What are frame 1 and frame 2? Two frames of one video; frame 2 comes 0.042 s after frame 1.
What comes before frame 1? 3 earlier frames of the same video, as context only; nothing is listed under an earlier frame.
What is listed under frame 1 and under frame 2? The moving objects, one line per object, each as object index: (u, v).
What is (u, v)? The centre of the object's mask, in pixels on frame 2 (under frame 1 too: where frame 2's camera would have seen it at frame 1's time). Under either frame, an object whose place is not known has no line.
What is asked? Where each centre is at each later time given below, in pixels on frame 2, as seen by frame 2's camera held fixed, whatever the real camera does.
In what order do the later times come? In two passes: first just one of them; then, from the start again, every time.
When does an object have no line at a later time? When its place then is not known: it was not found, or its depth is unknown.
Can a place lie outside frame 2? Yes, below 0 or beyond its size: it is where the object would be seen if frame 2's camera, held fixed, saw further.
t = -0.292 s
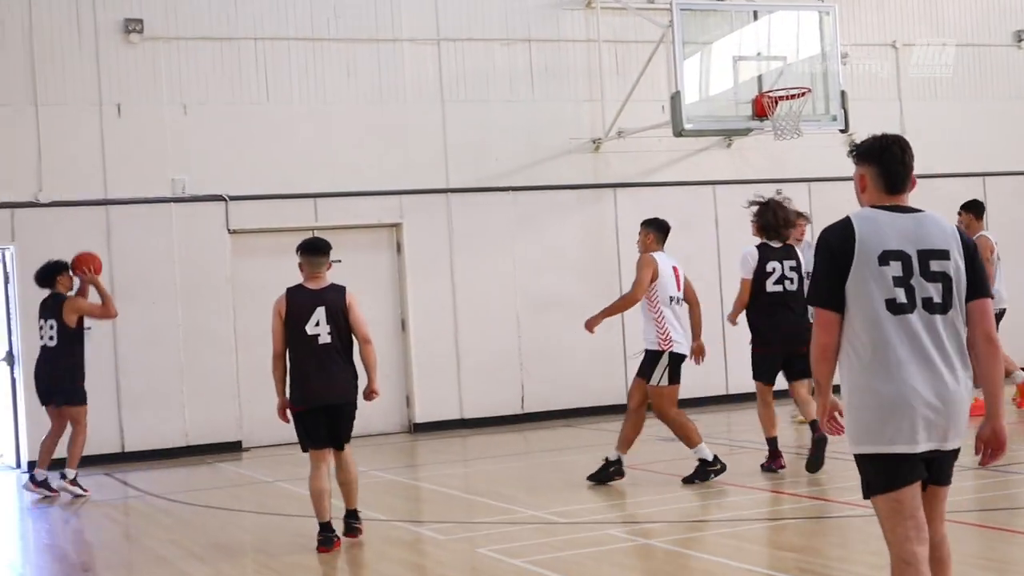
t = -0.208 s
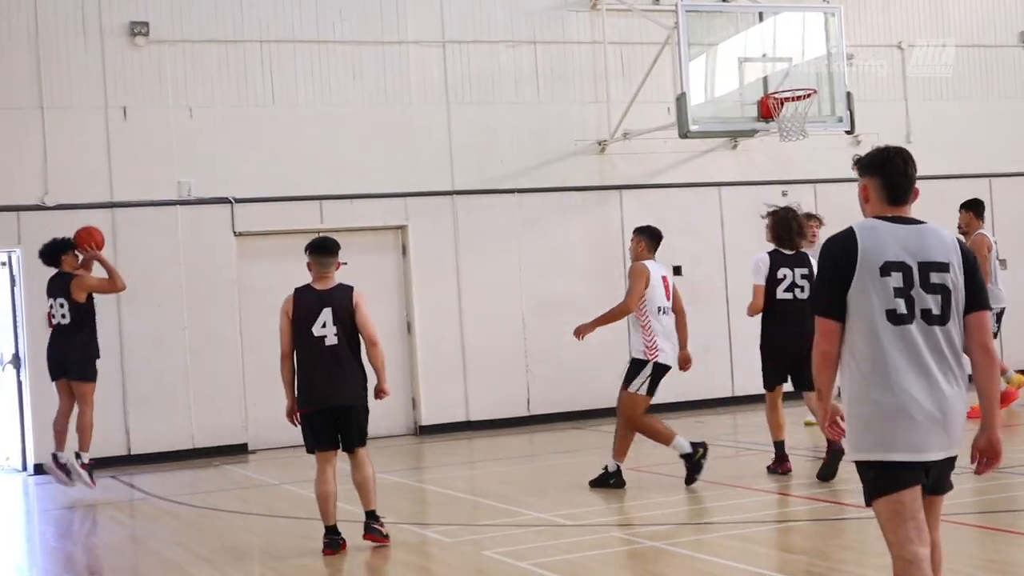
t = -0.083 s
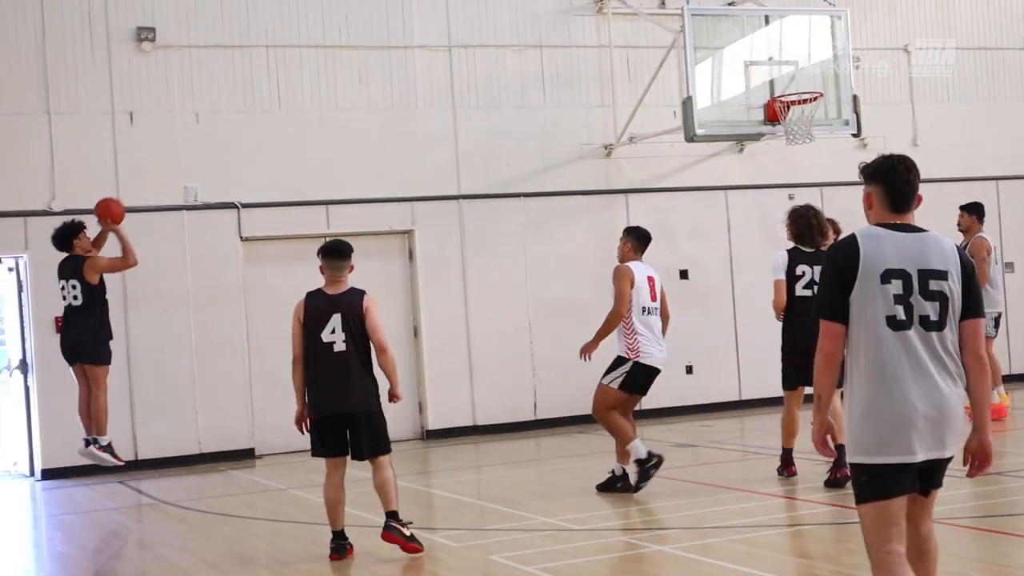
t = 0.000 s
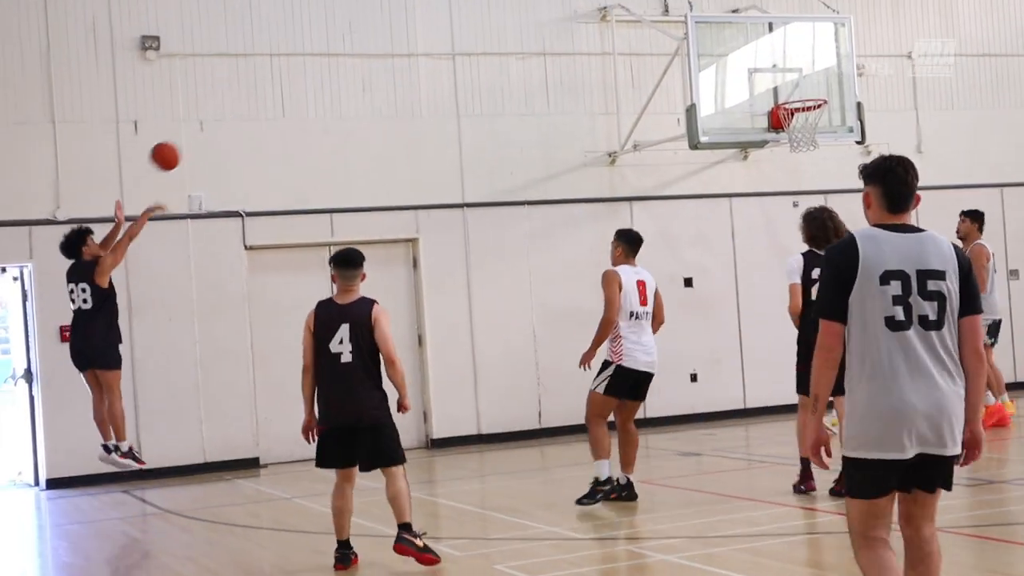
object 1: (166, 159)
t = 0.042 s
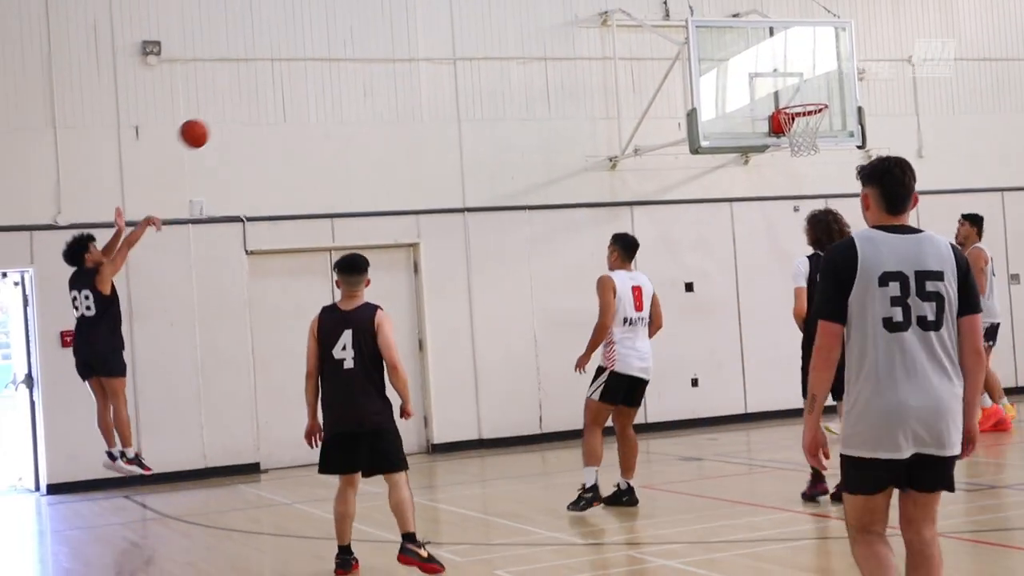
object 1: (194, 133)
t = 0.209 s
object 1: (302, 45)
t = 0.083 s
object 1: (222, 107)
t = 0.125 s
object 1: (248, 84)
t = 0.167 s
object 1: (276, 63)
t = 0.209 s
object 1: (302, 45)
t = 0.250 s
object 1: (328, 29)
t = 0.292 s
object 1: (354, 16)
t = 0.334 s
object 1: (379, 3)
